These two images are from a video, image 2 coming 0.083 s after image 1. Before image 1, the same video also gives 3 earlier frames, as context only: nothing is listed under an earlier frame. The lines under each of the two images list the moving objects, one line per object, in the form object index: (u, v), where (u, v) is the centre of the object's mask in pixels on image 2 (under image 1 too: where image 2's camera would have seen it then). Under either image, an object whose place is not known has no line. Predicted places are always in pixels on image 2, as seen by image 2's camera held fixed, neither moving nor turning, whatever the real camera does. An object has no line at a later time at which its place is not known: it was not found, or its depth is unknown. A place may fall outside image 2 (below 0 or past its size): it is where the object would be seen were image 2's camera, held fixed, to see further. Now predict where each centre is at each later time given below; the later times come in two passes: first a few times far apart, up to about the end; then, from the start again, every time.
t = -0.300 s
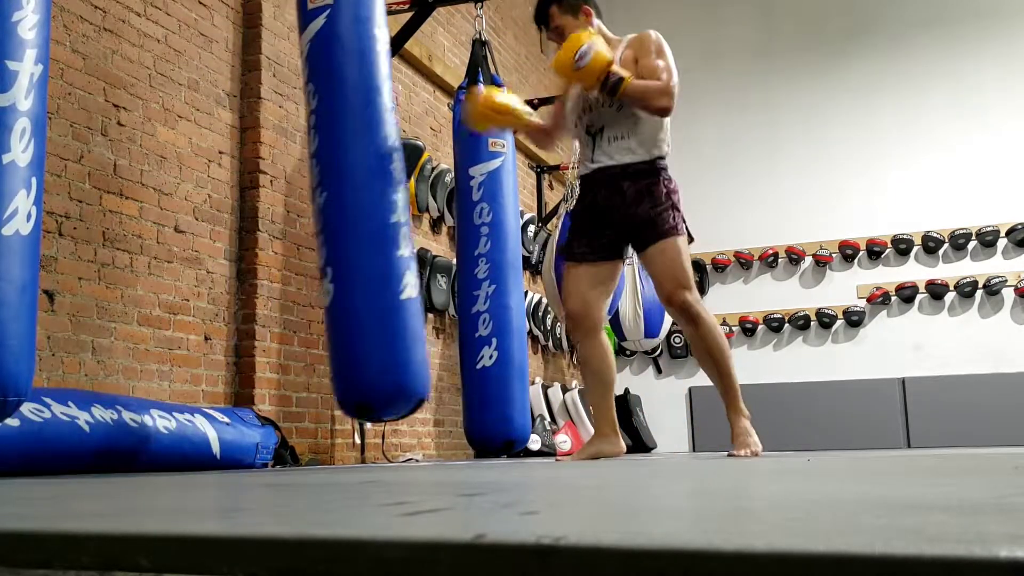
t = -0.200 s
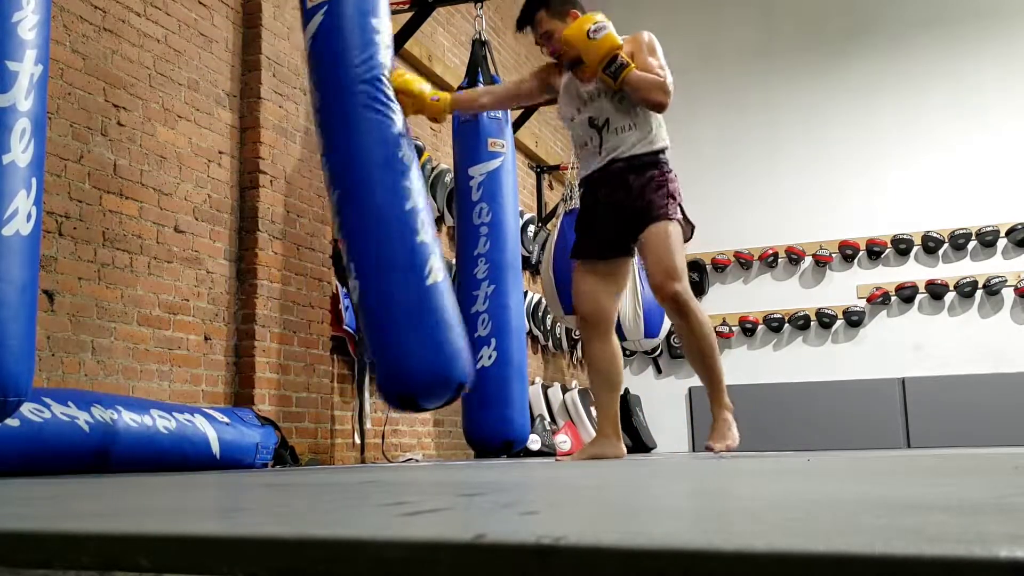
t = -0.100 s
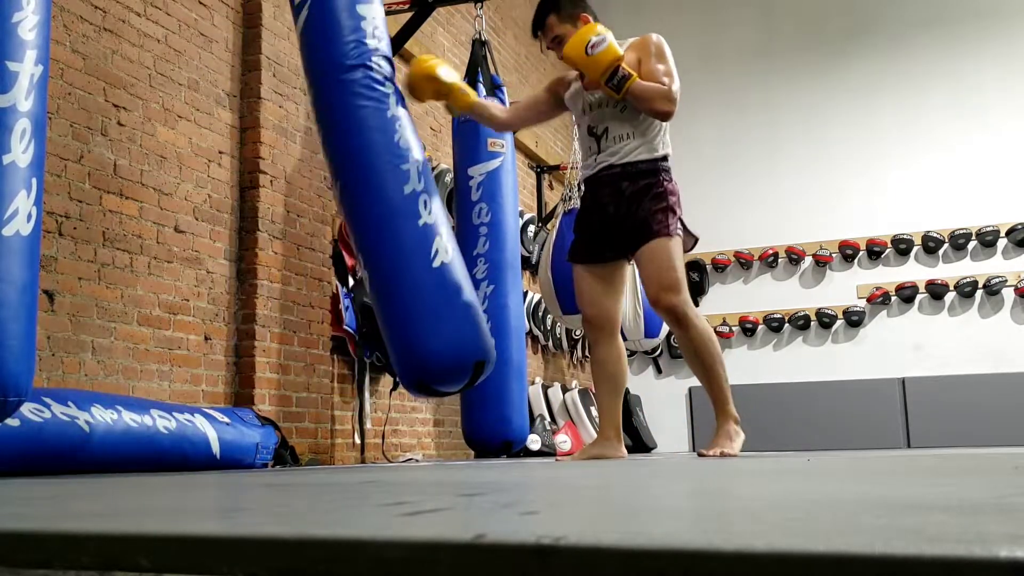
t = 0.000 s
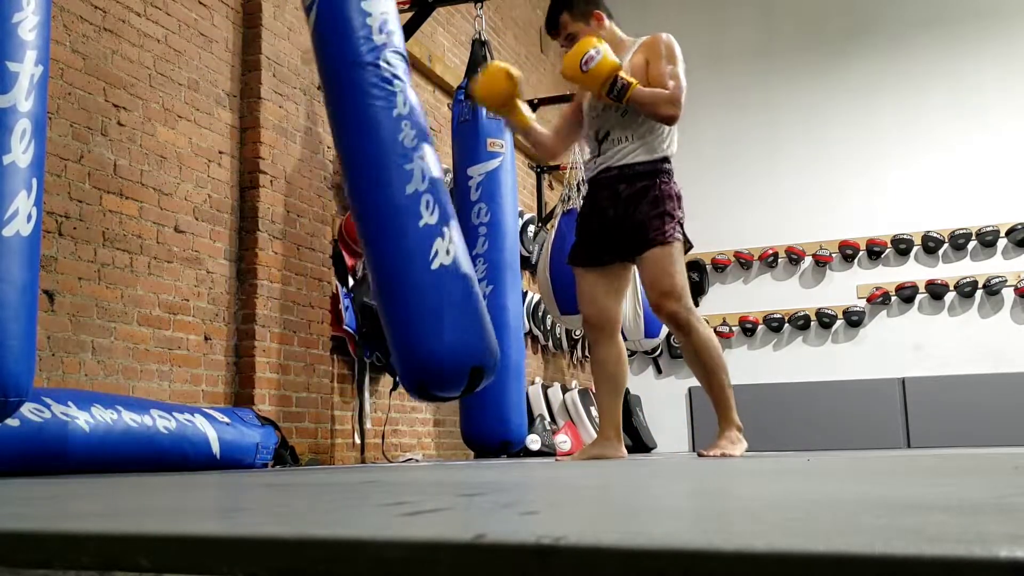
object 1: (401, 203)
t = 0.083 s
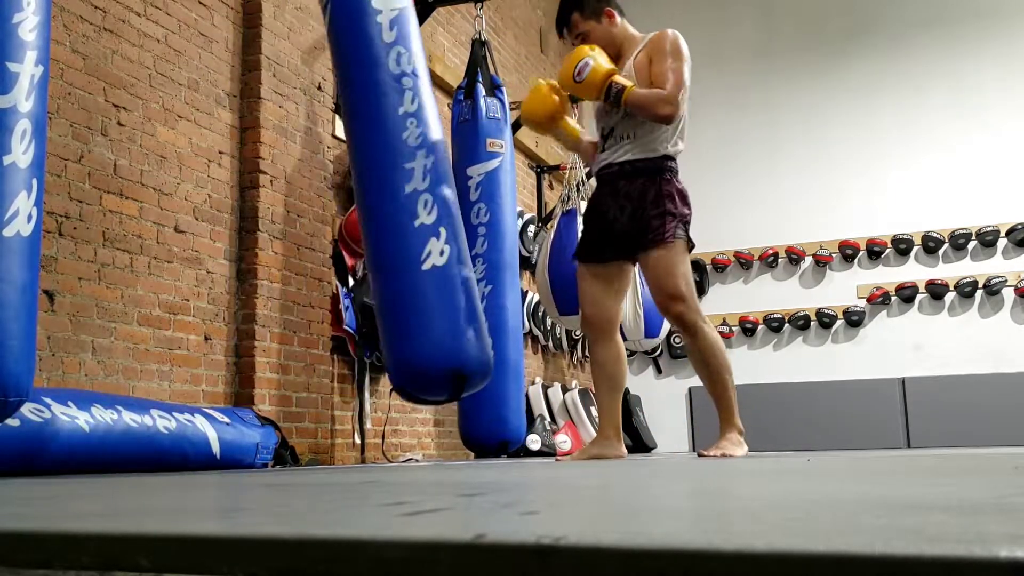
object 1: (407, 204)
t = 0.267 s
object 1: (398, 203)
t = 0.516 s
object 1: (364, 207)
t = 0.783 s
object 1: (313, 212)
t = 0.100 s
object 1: (408, 203)
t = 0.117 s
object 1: (408, 203)
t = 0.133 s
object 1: (407, 202)
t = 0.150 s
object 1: (407, 202)
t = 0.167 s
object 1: (406, 202)
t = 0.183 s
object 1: (406, 202)
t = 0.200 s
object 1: (405, 202)
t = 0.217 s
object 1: (404, 203)
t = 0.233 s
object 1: (402, 203)
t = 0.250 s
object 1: (400, 203)
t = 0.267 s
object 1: (398, 203)
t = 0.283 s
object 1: (396, 202)
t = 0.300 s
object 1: (394, 202)
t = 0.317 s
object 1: (392, 202)
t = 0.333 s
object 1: (390, 202)
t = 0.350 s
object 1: (389, 202)
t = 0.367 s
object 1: (386, 203)
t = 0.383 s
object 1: (384, 203)
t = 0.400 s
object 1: (382, 204)
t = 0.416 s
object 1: (380, 204)
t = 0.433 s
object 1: (378, 204)
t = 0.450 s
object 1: (375, 204)
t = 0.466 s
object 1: (372, 205)
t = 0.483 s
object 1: (370, 206)
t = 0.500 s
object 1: (367, 206)
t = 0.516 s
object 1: (364, 207)
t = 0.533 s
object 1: (360, 207)
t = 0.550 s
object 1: (357, 207)
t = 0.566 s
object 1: (354, 208)
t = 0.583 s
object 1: (351, 208)
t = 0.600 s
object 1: (347, 208)
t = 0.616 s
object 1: (344, 209)
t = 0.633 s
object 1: (341, 209)
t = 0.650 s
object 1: (338, 210)
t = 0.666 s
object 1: (335, 210)
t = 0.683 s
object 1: (332, 210)
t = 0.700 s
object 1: (329, 211)
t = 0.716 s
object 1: (325, 211)
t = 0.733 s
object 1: (322, 212)
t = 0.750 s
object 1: (318, 212)
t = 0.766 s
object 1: (316, 212)
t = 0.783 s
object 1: (313, 212)
